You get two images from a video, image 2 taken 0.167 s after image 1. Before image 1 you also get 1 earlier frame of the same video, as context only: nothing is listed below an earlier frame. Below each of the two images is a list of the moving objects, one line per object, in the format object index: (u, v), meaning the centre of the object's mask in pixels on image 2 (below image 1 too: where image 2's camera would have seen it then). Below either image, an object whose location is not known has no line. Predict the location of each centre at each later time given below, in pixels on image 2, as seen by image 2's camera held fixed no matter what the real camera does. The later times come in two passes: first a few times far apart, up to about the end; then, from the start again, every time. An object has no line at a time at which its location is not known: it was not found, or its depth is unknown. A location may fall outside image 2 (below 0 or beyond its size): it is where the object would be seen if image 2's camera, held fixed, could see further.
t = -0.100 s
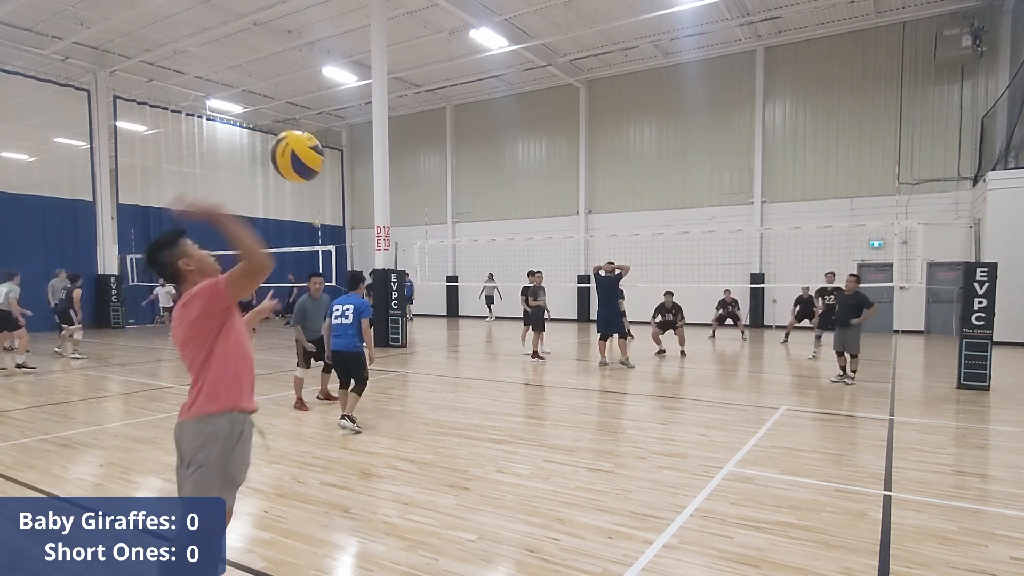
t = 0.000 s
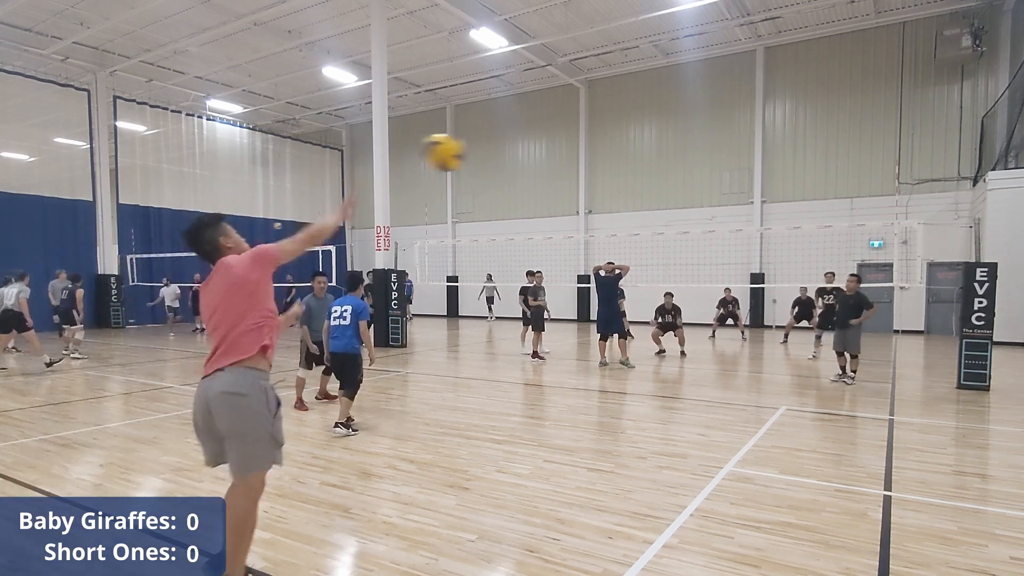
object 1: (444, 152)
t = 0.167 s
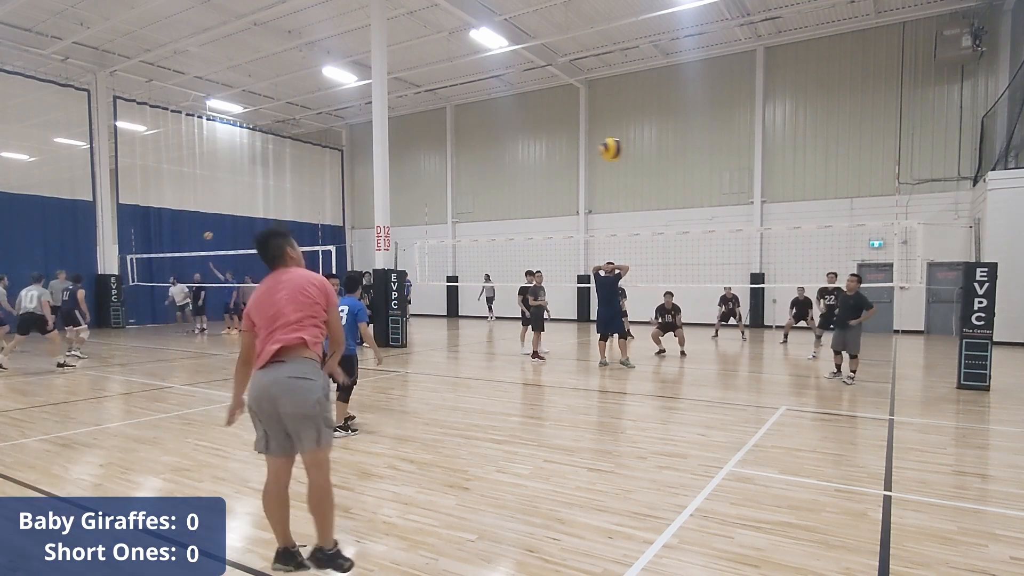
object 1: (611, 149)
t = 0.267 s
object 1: (662, 159)
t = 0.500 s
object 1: (732, 203)
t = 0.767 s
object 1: (765, 260)
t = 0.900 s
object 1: (776, 290)
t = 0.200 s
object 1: (629, 152)
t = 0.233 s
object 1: (646, 155)
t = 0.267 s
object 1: (662, 159)
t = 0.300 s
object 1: (676, 163)
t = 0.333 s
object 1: (688, 169)
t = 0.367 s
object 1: (699, 175)
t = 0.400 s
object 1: (709, 181)
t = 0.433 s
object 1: (717, 188)
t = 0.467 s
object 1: (725, 196)
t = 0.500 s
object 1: (732, 203)
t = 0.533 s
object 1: (738, 210)
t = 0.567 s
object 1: (744, 218)
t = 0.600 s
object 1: (747, 224)
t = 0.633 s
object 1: (752, 234)
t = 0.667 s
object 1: (756, 238)
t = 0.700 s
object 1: (758, 245)
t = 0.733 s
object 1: (761, 253)
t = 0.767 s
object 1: (765, 260)
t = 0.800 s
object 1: (768, 267)
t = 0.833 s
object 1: (771, 275)
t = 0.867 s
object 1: (774, 281)
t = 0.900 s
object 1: (776, 290)
